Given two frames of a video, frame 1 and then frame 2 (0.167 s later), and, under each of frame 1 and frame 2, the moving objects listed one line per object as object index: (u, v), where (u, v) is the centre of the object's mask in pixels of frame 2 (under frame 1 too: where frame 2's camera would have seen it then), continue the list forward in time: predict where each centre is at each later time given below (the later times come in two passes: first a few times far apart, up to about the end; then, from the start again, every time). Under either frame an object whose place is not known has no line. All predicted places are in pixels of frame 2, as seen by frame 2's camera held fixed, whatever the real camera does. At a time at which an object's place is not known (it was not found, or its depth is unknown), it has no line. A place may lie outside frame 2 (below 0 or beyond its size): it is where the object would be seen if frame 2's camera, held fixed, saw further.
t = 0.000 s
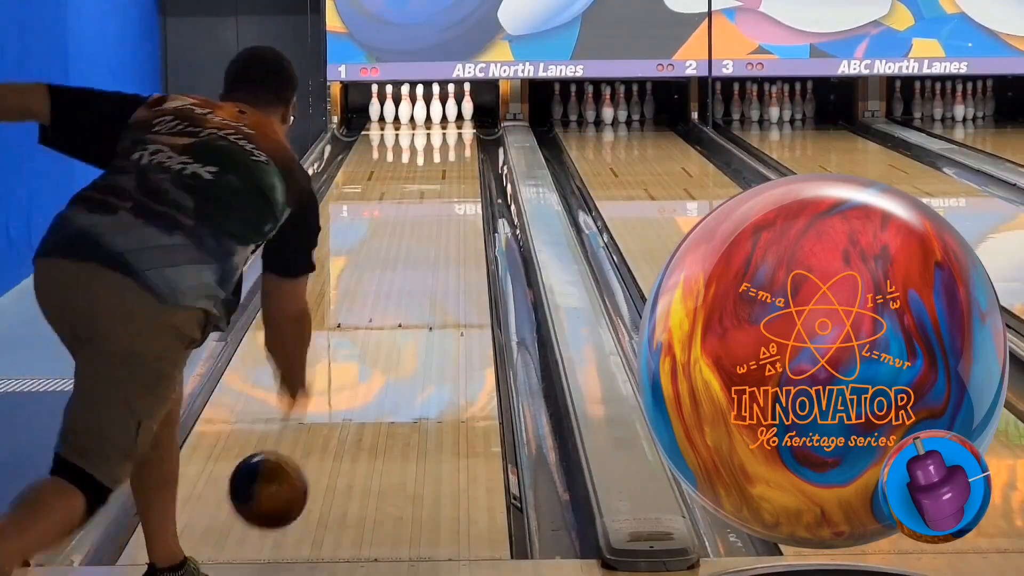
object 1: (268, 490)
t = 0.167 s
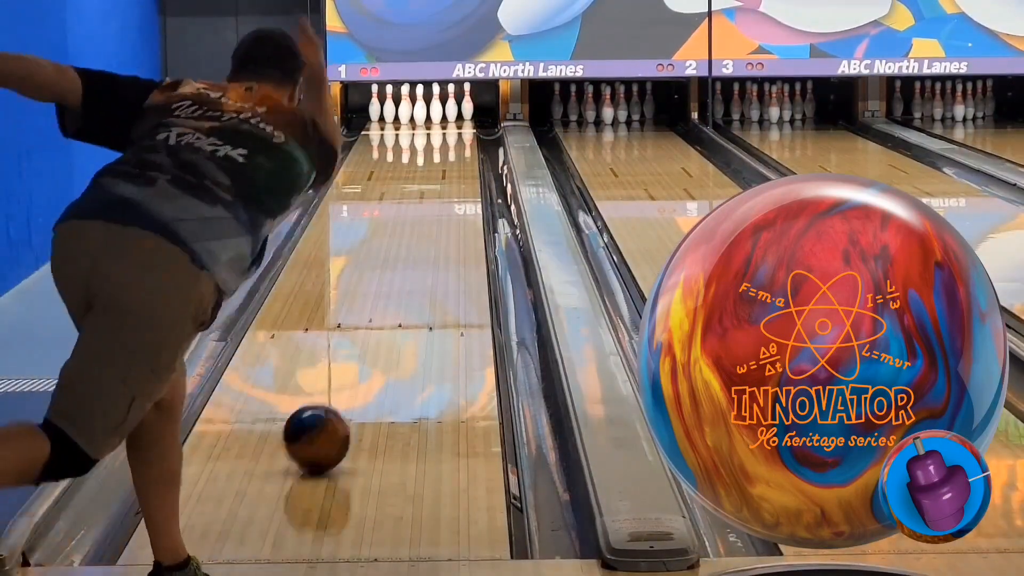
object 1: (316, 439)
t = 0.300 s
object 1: (345, 387)
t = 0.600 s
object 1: (390, 304)
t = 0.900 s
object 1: (419, 249)
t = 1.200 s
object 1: (439, 210)
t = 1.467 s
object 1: (451, 182)
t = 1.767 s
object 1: (458, 158)
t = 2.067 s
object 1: (456, 140)
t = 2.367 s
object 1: (443, 126)
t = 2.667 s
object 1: (427, 116)
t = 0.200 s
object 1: (324, 425)
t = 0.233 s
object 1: (331, 412)
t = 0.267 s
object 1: (338, 400)
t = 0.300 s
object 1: (345, 387)
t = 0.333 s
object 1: (351, 376)
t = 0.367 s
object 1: (357, 365)
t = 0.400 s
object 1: (362, 355)
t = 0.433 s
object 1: (368, 346)
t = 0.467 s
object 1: (372, 336)
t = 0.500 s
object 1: (377, 328)
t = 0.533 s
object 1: (382, 319)
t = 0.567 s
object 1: (386, 311)
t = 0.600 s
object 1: (390, 304)
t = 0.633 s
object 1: (394, 297)
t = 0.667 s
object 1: (397, 290)
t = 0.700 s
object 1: (401, 283)
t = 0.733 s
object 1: (404, 277)
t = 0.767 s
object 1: (408, 271)
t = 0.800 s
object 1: (411, 266)
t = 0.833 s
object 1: (414, 260)
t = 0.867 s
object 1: (417, 254)
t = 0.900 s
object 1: (419, 249)
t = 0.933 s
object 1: (422, 244)
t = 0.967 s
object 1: (424, 239)
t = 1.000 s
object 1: (427, 235)
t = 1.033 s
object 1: (429, 230)
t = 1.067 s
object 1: (431, 226)
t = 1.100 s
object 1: (433, 221)
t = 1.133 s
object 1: (435, 217)
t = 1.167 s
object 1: (437, 213)
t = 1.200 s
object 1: (439, 210)
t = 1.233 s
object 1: (441, 206)
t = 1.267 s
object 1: (442, 202)
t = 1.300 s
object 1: (444, 198)
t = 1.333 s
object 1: (446, 195)
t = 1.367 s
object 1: (447, 192)
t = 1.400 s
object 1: (448, 190)
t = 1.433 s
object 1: (450, 185)
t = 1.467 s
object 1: (451, 182)
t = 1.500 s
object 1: (452, 180)
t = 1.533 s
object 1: (453, 177)
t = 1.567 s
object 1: (454, 174)
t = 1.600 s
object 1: (455, 171)
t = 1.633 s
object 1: (456, 168)
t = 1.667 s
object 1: (456, 166)
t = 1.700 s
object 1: (457, 164)
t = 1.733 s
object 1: (457, 161)
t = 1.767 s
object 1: (458, 158)
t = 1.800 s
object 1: (458, 156)
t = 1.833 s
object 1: (459, 154)
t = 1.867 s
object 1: (458, 151)
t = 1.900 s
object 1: (459, 150)
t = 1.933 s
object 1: (458, 148)
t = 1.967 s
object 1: (458, 146)
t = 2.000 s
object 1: (457, 144)
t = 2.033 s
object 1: (457, 142)
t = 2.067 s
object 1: (456, 140)
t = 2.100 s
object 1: (455, 138)
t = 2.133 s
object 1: (454, 137)
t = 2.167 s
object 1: (453, 135)
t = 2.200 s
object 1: (452, 134)
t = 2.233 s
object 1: (450, 132)
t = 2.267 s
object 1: (448, 130)
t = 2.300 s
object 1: (446, 129)
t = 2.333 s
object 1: (444, 128)
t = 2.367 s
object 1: (443, 126)
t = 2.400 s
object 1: (441, 125)
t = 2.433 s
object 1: (439, 124)
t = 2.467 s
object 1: (437, 123)
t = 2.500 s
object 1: (435, 121)
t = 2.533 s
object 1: (433, 120)
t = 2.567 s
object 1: (432, 119)
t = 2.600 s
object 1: (430, 118)
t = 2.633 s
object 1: (428, 117)
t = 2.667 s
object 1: (427, 116)
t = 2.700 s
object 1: (427, 114)
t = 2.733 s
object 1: (427, 114)
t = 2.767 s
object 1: (426, 114)
